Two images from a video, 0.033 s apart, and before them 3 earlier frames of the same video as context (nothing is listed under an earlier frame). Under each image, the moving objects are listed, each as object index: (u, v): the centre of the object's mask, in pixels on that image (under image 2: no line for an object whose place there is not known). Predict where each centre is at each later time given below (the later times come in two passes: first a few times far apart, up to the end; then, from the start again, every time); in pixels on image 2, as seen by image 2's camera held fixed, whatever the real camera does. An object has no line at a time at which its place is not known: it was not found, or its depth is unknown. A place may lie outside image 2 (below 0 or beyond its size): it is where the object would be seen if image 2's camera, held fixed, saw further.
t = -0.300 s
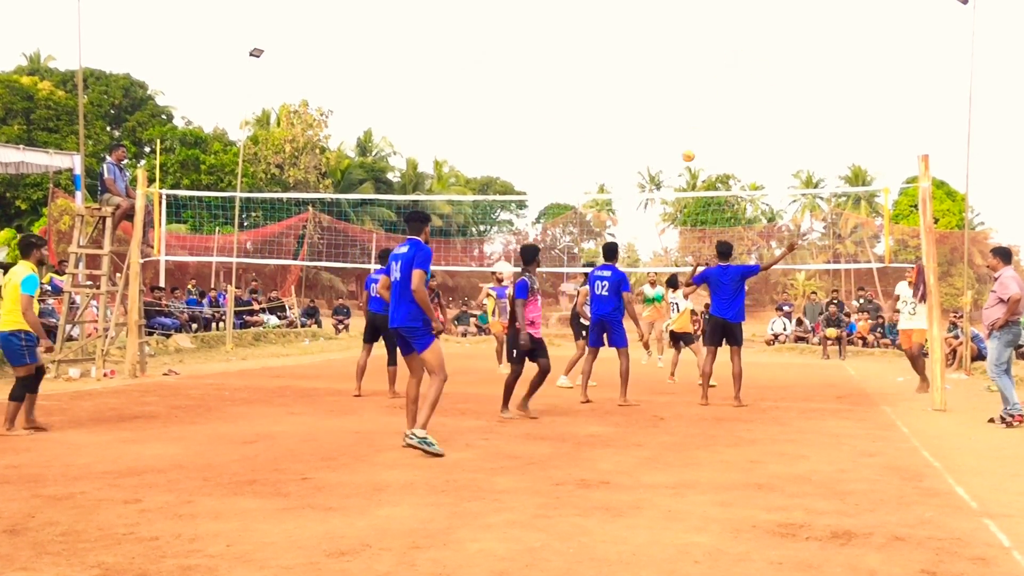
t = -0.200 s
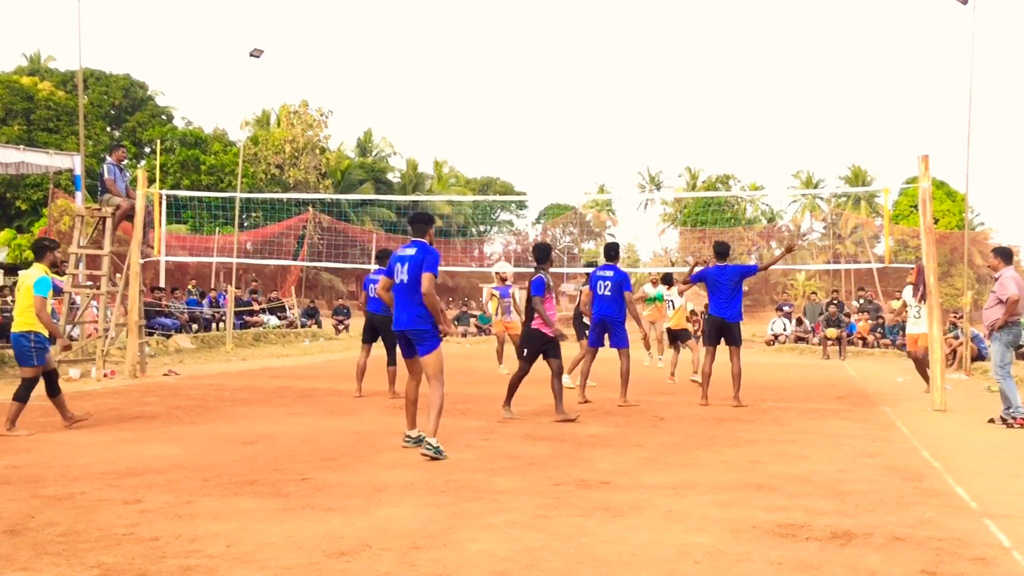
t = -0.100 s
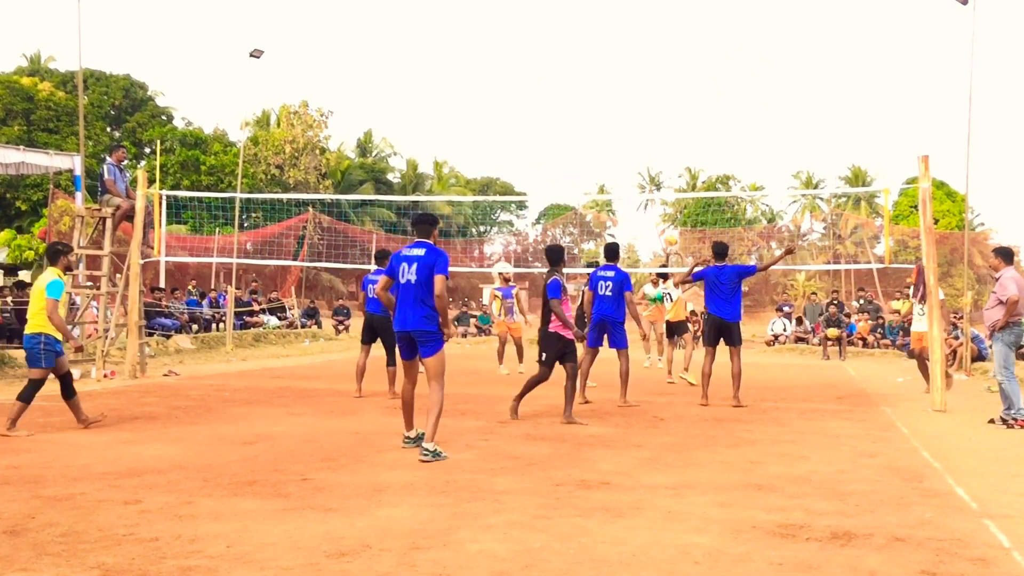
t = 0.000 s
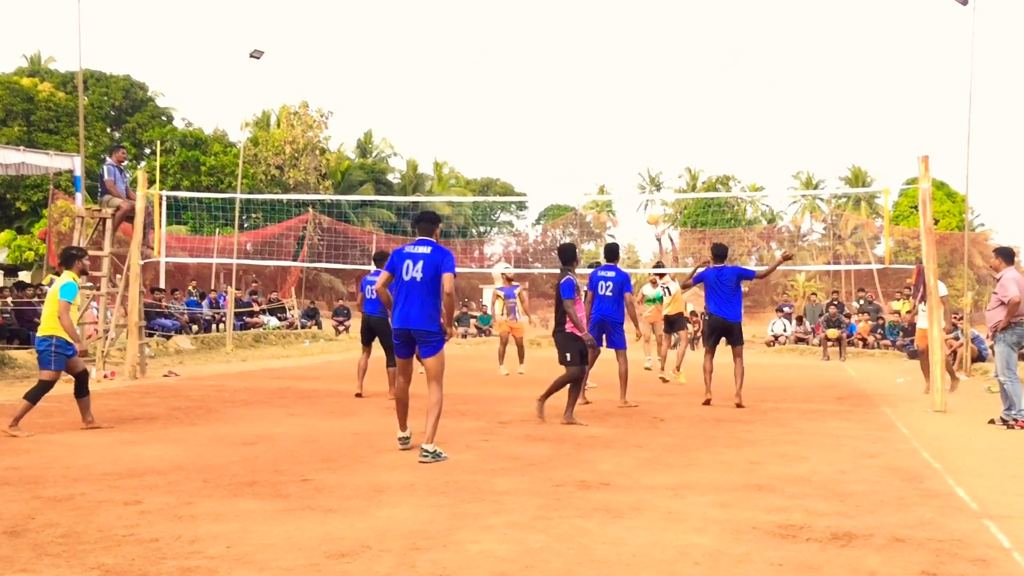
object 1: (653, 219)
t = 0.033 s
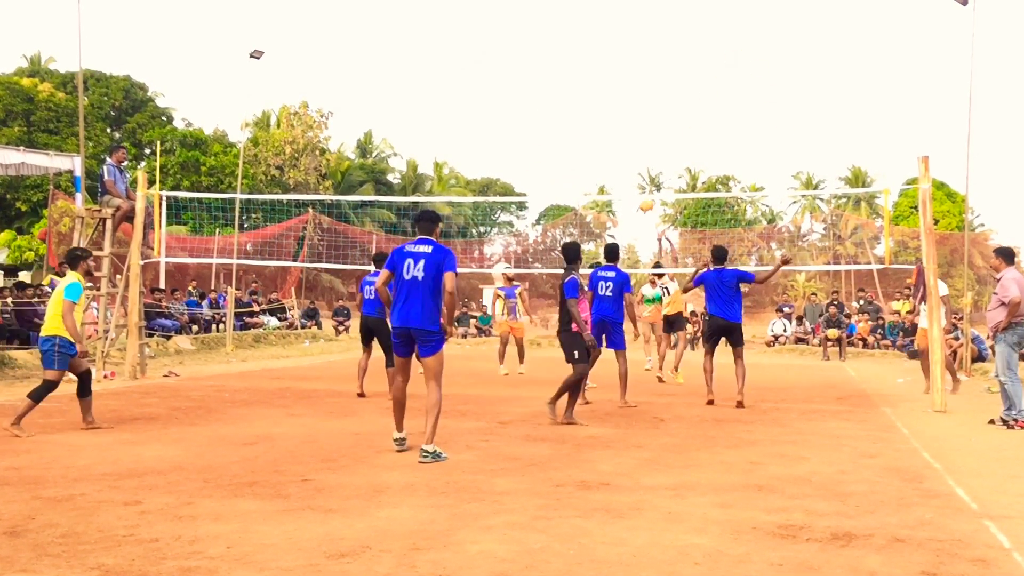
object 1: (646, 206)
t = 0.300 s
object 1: (591, 124)
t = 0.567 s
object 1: (536, 94)
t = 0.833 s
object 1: (480, 117)
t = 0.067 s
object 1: (640, 190)
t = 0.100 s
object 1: (633, 180)
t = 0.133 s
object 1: (625, 169)
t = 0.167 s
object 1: (619, 158)
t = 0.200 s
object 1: (612, 148)
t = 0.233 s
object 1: (605, 139)
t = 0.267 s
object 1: (598, 131)
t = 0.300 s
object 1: (591, 124)
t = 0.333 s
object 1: (585, 117)
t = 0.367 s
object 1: (578, 111)
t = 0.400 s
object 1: (571, 106)
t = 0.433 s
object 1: (564, 102)
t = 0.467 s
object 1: (557, 99)
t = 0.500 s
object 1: (550, 97)
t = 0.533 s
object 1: (543, 95)
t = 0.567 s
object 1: (536, 94)
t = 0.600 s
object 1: (529, 94)
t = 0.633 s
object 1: (522, 95)
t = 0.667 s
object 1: (515, 97)
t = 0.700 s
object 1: (508, 99)
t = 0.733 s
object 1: (501, 103)
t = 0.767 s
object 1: (494, 107)
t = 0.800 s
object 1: (487, 112)
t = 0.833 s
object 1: (480, 117)
